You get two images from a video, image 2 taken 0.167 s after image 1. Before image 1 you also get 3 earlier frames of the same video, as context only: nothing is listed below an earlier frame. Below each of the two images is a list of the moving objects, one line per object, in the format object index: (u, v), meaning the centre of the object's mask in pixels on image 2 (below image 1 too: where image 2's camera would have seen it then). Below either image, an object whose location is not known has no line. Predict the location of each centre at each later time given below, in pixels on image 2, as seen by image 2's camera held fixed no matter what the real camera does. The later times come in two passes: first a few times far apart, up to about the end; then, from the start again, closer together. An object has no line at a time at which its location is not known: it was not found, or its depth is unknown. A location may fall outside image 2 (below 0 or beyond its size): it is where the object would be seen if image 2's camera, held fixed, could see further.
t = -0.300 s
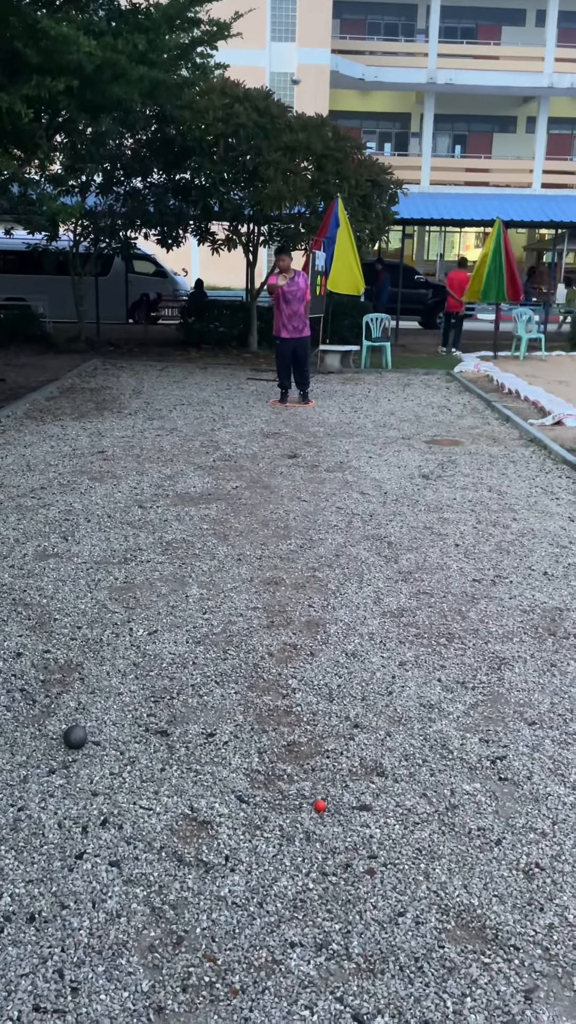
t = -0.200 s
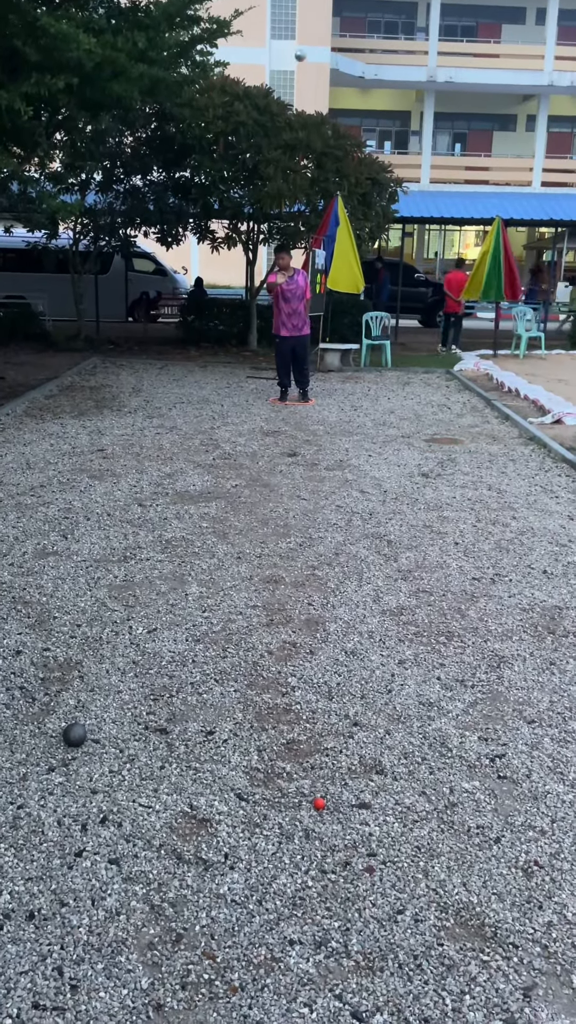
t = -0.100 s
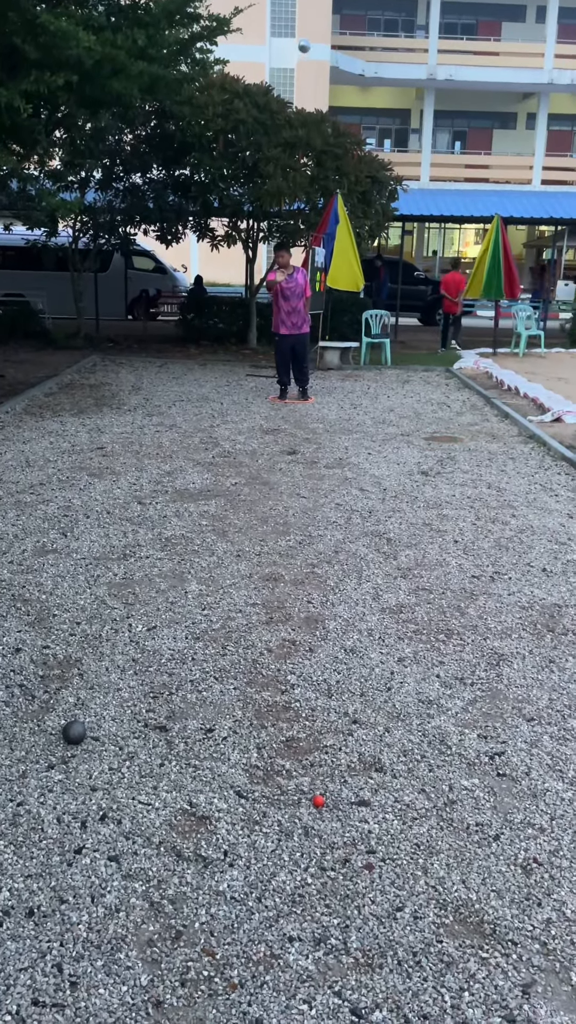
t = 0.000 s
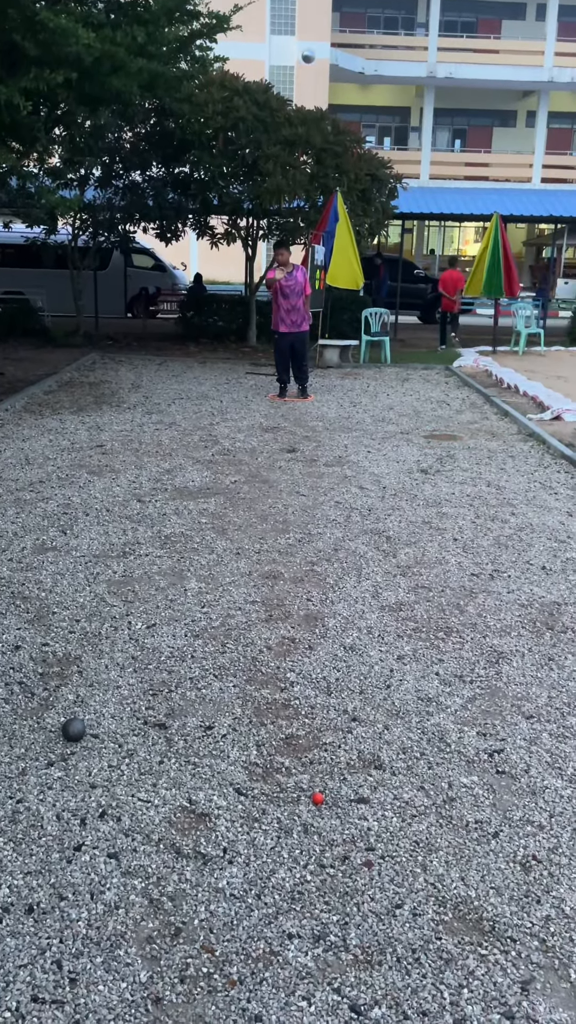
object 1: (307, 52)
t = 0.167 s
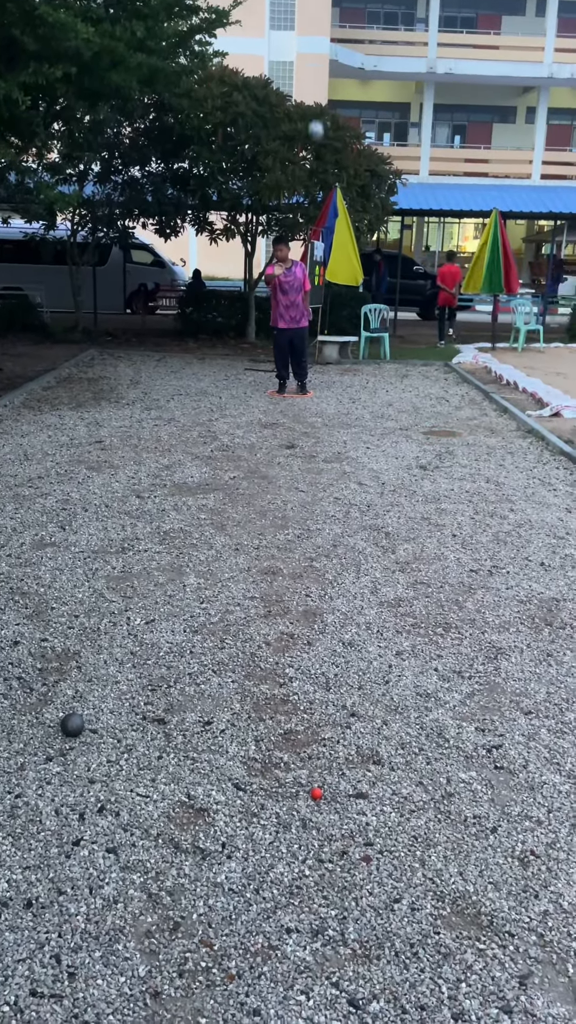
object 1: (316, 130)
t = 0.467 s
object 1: (328, 559)
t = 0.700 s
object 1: (352, 734)
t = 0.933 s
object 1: (375, 787)
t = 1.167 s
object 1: (397, 832)
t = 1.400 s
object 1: (411, 856)
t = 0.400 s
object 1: (325, 421)
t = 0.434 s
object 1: (327, 488)
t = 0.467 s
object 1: (328, 559)
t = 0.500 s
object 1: (329, 639)
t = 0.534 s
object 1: (332, 709)
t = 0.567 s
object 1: (337, 708)
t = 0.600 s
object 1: (341, 709)
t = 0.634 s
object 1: (344, 715)
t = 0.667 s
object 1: (347, 721)
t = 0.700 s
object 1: (352, 734)
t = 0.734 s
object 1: (355, 750)
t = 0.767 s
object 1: (360, 757)
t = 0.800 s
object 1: (364, 762)
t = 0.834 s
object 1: (367, 767)
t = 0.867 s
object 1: (370, 775)
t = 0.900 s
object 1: (373, 783)
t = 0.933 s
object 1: (375, 787)
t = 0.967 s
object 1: (379, 794)
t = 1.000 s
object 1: (382, 800)
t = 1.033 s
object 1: (386, 807)
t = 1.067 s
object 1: (389, 813)
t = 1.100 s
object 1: (392, 820)
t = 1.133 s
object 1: (395, 825)
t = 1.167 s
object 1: (397, 832)
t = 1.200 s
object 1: (399, 836)
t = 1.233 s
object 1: (404, 843)
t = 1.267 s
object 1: (406, 847)
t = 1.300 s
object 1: (407, 848)
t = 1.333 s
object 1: (409, 851)
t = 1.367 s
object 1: (410, 855)
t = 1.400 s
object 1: (411, 856)
